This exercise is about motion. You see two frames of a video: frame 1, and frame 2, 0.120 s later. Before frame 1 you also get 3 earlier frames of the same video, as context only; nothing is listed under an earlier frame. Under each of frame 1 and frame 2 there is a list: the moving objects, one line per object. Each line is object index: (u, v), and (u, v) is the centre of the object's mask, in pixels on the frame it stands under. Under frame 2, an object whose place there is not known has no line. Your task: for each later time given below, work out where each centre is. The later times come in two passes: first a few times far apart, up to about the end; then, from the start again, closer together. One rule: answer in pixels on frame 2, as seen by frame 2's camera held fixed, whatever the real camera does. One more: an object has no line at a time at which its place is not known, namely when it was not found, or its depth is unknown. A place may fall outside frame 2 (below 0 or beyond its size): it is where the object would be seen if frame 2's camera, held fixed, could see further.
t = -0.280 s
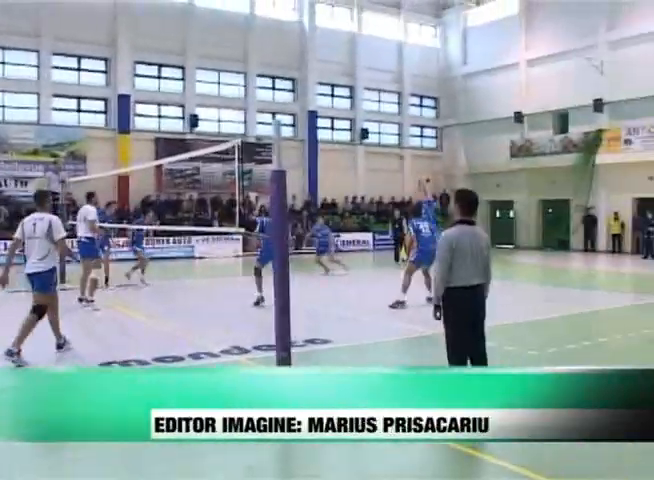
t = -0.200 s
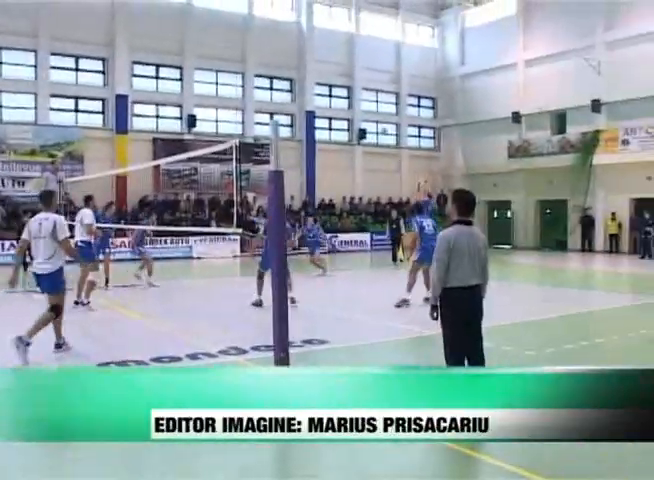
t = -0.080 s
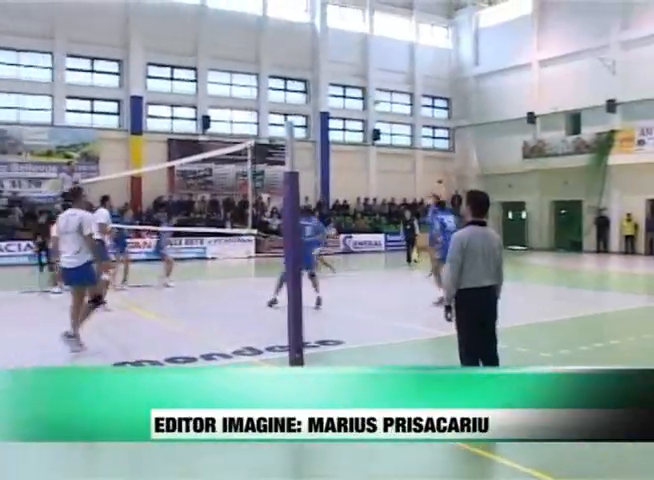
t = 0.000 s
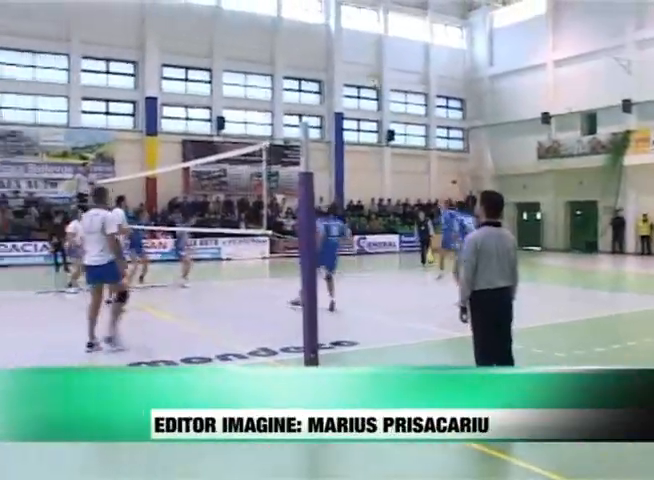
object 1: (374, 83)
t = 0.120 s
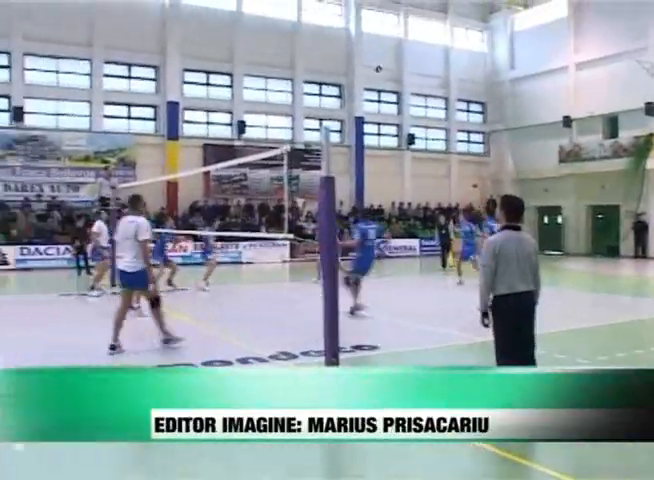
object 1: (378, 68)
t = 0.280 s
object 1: (350, 51)
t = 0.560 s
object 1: (306, 46)
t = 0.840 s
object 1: (264, 70)
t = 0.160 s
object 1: (371, 63)
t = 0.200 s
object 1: (364, 58)
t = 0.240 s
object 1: (357, 54)
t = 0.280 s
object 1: (350, 51)
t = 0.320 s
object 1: (345, 48)
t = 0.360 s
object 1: (338, 46)
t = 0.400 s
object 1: (333, 45)
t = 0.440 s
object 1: (323, 44)
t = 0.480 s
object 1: (319, 43)
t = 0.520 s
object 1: (313, 45)
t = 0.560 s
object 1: (306, 46)
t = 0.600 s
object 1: (300, 47)
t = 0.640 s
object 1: (293, 50)
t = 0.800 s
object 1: (268, 65)
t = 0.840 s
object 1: (264, 70)
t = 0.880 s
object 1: (259, 75)
